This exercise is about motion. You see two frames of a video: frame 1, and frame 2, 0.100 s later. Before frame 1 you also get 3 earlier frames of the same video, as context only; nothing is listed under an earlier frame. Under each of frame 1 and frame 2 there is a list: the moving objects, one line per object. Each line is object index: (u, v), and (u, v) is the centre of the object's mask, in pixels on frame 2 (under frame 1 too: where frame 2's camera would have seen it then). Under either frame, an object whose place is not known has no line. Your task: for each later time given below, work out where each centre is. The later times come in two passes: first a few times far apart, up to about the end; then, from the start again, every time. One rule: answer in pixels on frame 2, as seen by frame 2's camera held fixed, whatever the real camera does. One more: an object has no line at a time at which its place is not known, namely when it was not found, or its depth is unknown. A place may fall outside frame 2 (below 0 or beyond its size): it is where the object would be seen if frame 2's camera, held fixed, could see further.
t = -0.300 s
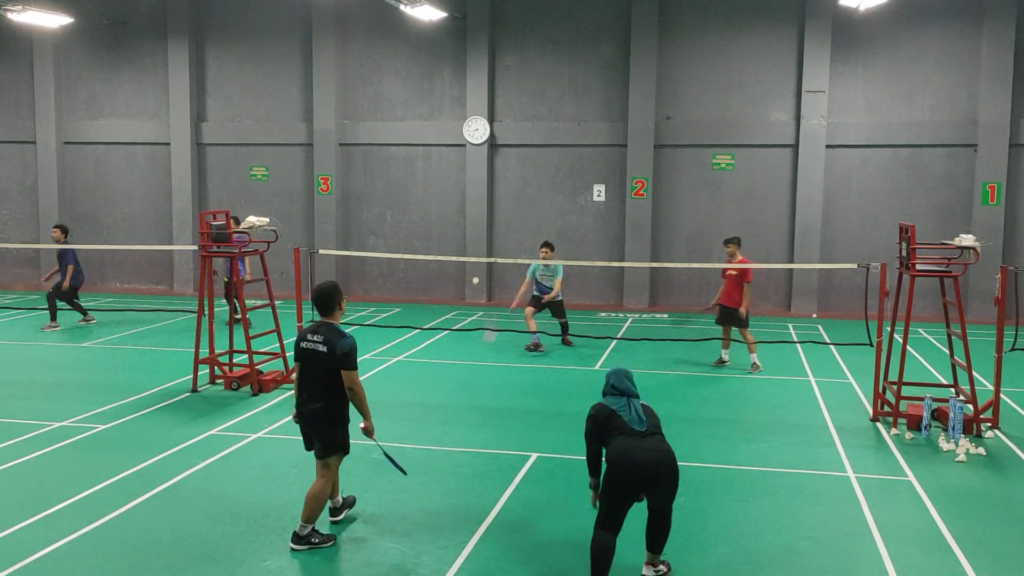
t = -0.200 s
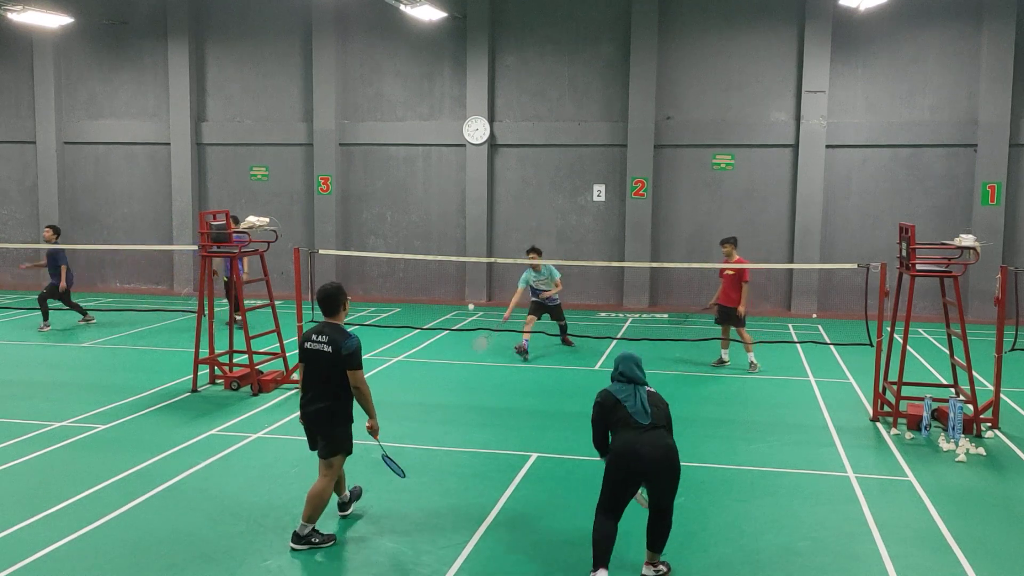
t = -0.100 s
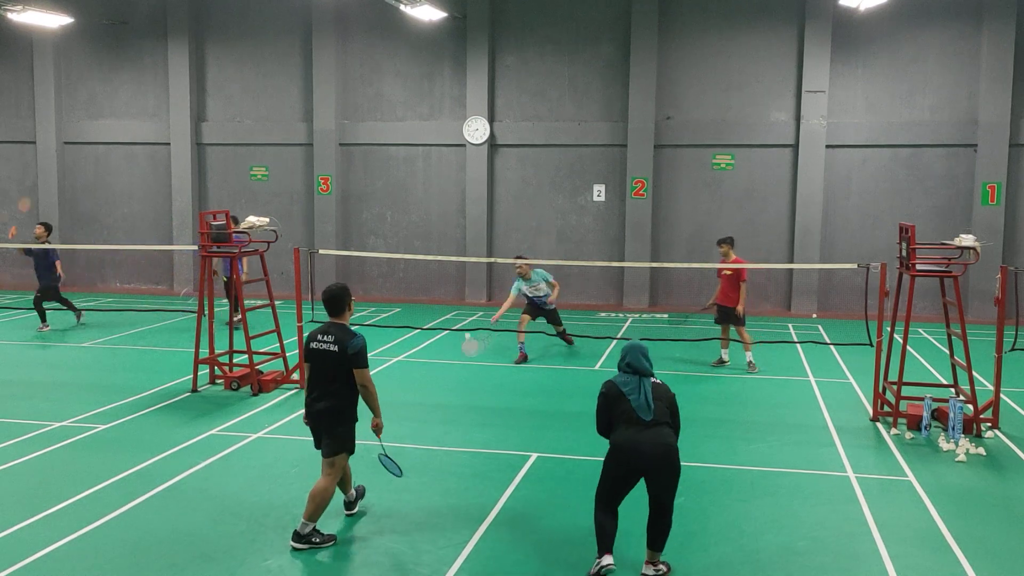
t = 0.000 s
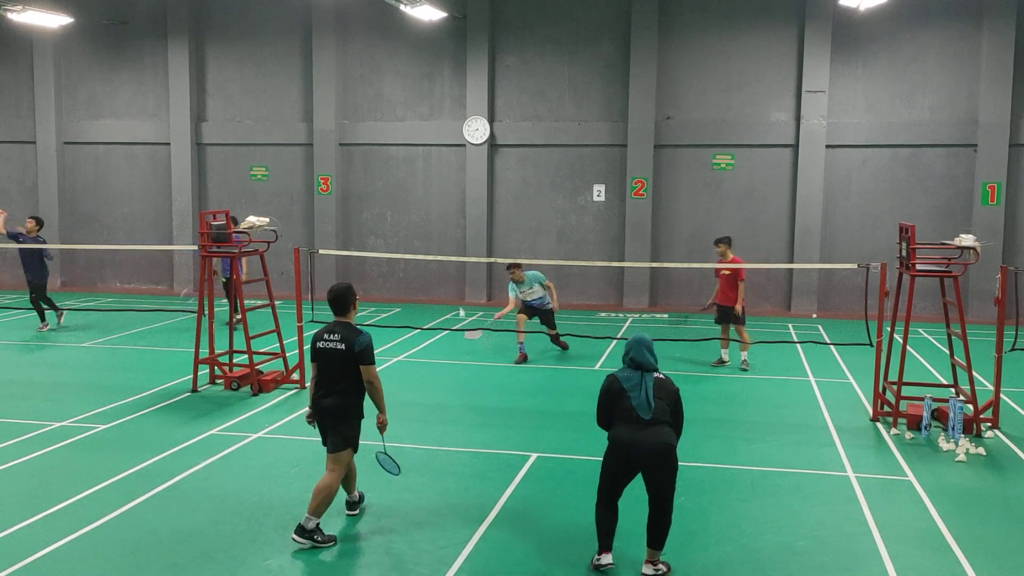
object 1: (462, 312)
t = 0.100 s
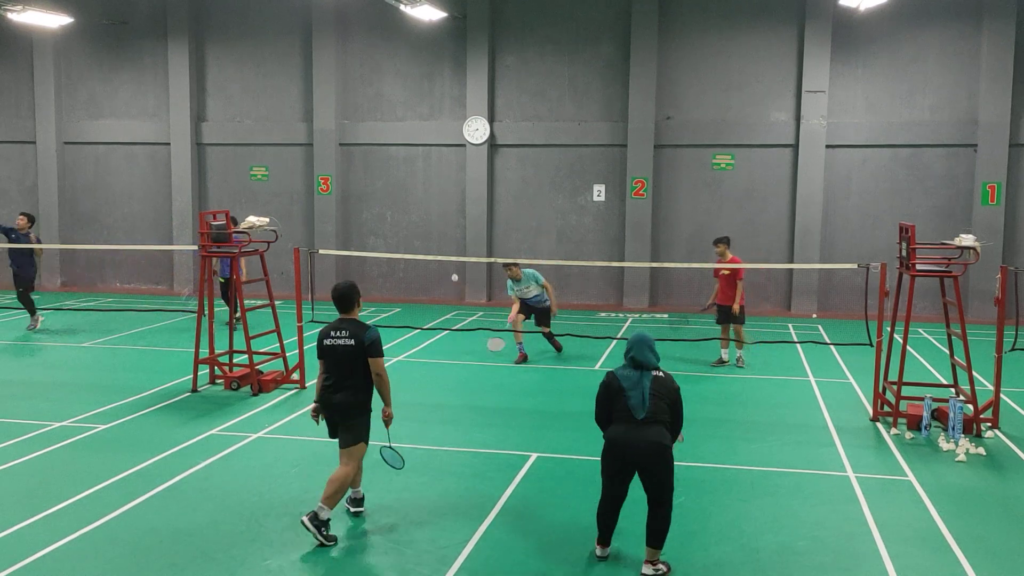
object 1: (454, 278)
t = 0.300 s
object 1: (445, 242)
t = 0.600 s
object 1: (431, 255)
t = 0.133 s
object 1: (453, 270)
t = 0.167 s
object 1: (451, 263)
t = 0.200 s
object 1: (450, 254)
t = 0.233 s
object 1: (448, 251)
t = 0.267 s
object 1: (447, 246)
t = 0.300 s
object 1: (445, 242)
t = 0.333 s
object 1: (443, 240)
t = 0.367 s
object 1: (442, 238)
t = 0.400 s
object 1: (440, 237)
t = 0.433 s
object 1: (438, 238)
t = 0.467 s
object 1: (437, 239)
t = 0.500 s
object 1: (435, 241)
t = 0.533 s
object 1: (434, 245)
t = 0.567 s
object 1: (432, 250)
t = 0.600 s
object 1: (431, 255)
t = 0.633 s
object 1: (429, 263)
